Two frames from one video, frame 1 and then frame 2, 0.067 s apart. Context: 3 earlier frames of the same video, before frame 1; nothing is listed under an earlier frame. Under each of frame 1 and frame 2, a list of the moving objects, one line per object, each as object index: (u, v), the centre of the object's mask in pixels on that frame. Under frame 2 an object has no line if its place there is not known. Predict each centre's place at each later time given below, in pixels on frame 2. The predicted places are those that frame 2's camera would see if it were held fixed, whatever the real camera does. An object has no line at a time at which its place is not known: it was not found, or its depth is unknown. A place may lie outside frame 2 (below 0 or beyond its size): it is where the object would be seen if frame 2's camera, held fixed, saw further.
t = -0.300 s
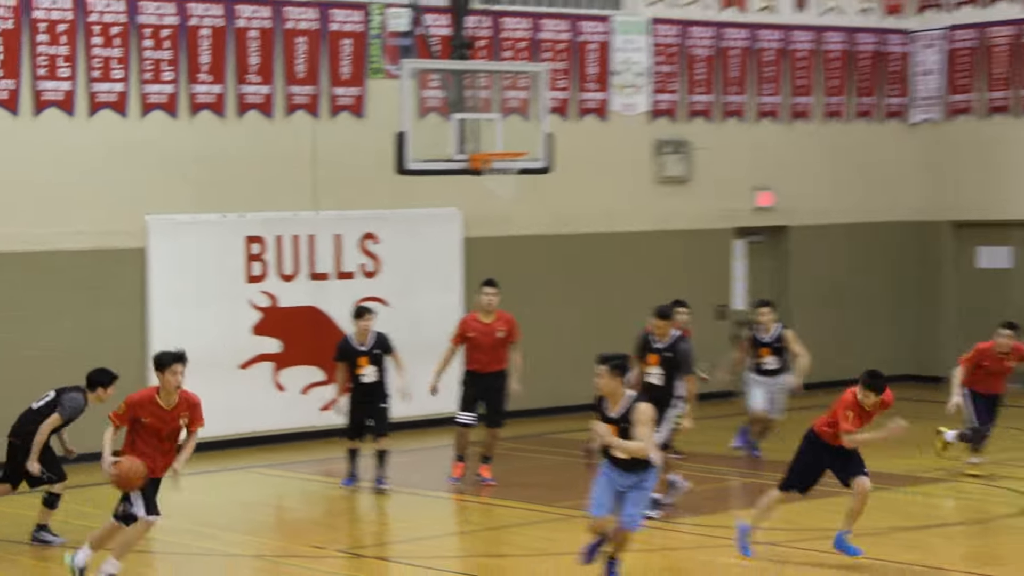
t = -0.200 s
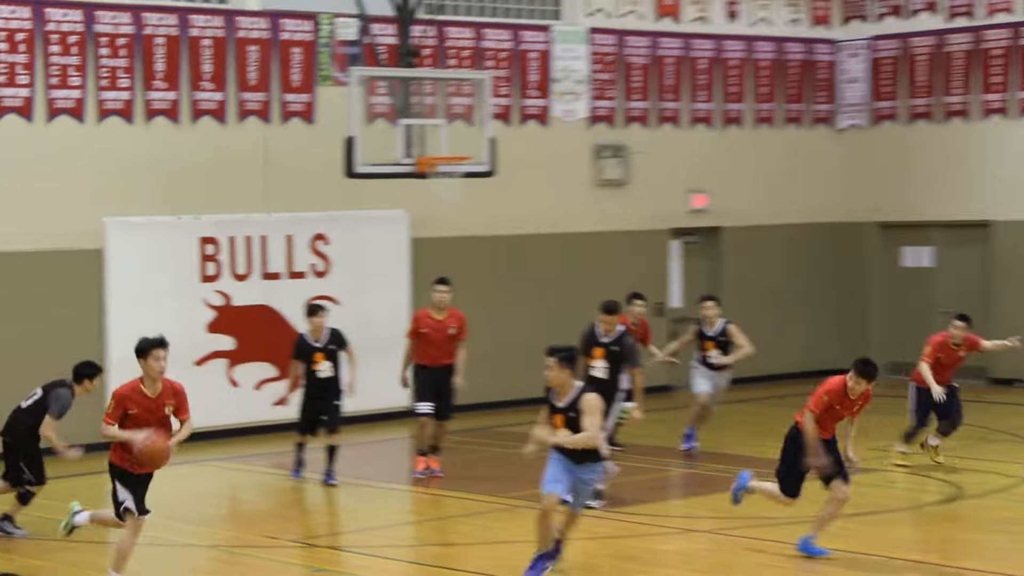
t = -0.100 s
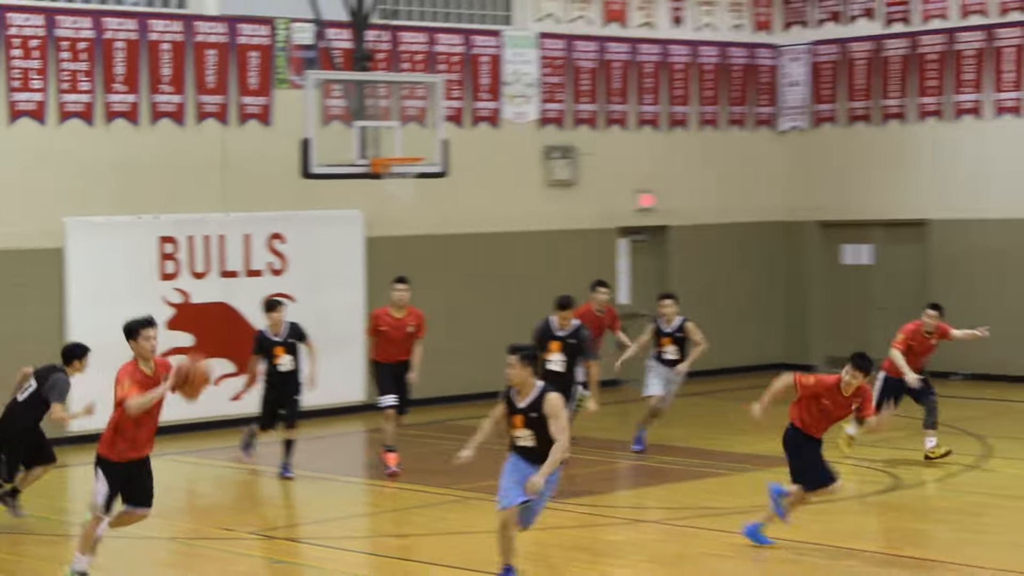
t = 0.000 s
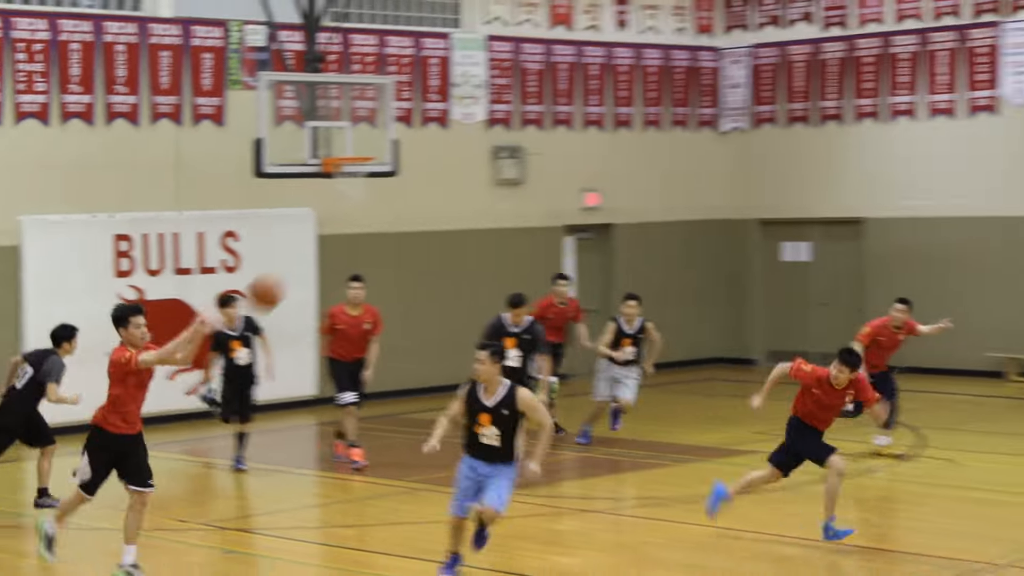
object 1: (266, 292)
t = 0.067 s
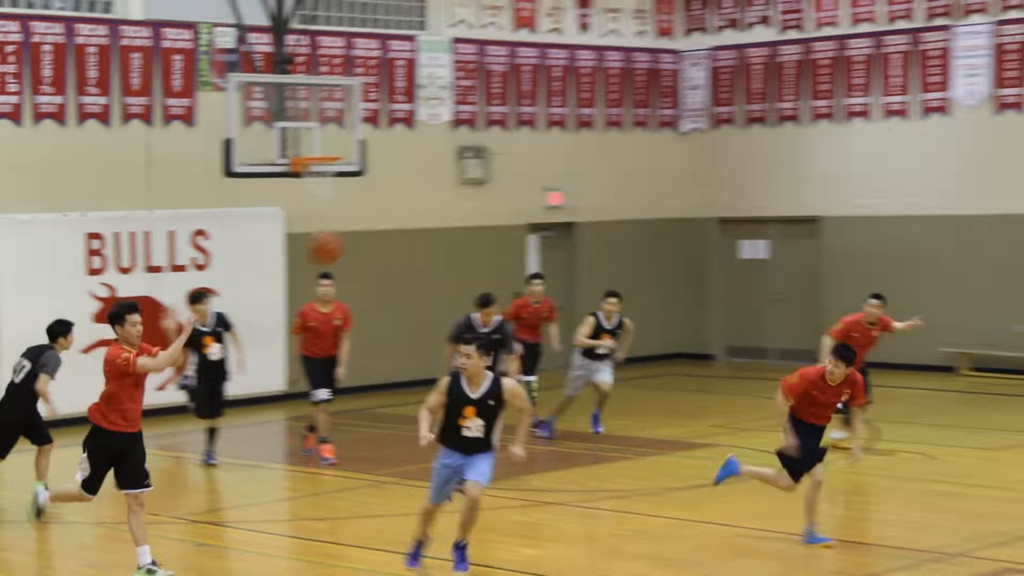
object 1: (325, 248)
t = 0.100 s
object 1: (373, 225)
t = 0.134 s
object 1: (422, 205)
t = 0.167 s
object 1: (471, 187)
